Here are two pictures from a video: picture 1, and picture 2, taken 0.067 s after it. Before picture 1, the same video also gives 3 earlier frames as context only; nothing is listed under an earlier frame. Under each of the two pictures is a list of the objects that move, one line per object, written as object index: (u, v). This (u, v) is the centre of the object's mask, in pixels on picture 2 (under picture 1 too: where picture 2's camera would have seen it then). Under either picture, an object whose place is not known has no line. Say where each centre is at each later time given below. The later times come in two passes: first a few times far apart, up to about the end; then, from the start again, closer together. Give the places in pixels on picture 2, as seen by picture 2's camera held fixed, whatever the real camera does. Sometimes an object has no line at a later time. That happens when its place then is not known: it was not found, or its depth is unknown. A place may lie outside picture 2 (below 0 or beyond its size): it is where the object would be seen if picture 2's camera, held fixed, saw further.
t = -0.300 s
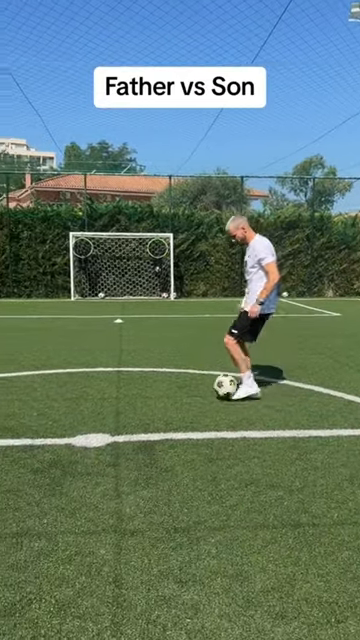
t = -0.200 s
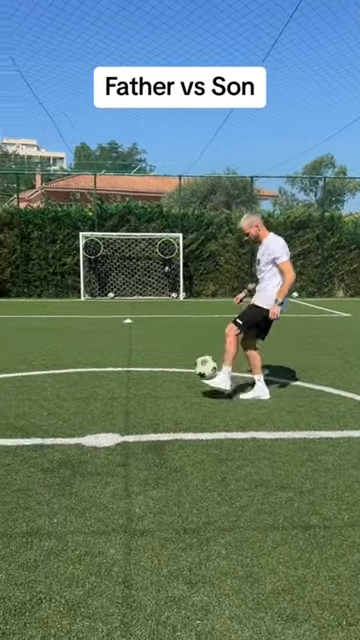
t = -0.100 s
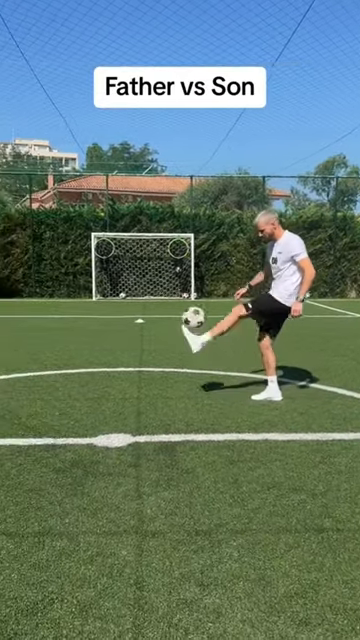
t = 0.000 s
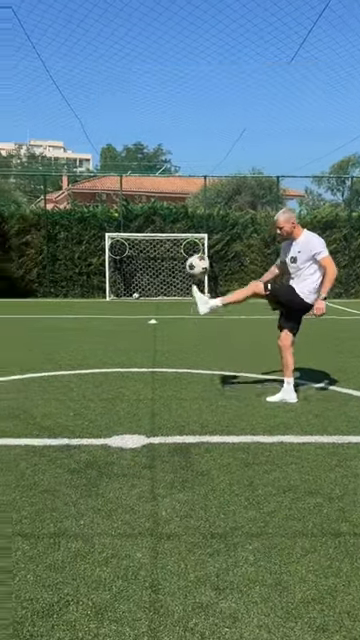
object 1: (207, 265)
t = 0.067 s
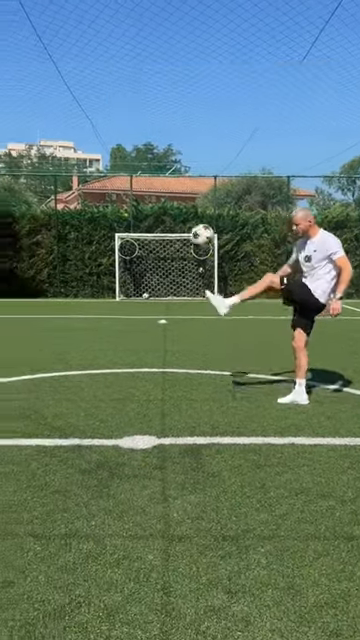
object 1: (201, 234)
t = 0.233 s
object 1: (186, 182)
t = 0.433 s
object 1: (168, 162)
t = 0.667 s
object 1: (142, 200)
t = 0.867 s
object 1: (121, 289)
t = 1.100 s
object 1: (99, 375)
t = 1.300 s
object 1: (95, 299)
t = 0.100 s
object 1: (198, 222)
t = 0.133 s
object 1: (195, 209)
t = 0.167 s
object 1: (193, 198)
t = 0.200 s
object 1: (190, 188)
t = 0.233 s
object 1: (186, 182)
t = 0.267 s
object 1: (182, 176)
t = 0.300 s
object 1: (180, 170)
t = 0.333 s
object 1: (177, 166)
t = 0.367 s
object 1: (174, 163)
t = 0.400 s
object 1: (171, 162)
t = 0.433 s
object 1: (168, 162)
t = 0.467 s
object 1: (164, 163)
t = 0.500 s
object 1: (161, 166)
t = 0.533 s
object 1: (157, 170)
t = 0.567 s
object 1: (154, 176)
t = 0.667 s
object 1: (142, 200)
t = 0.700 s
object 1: (138, 211)
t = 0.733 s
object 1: (135, 225)
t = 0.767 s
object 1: (131, 239)
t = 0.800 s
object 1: (128, 254)
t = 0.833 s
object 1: (124, 271)
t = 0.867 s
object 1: (121, 289)
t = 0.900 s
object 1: (115, 308)
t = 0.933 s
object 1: (110, 328)
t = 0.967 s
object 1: (107, 348)
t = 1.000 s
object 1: (104, 371)
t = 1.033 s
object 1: (100, 392)
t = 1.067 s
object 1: (99, 391)
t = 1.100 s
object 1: (99, 375)
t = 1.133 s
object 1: (98, 359)
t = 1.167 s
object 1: (97, 345)
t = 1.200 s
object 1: (97, 332)
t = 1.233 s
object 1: (96, 319)
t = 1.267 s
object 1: (96, 309)
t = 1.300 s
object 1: (95, 299)
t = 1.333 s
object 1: (95, 292)
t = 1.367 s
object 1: (96, 284)
